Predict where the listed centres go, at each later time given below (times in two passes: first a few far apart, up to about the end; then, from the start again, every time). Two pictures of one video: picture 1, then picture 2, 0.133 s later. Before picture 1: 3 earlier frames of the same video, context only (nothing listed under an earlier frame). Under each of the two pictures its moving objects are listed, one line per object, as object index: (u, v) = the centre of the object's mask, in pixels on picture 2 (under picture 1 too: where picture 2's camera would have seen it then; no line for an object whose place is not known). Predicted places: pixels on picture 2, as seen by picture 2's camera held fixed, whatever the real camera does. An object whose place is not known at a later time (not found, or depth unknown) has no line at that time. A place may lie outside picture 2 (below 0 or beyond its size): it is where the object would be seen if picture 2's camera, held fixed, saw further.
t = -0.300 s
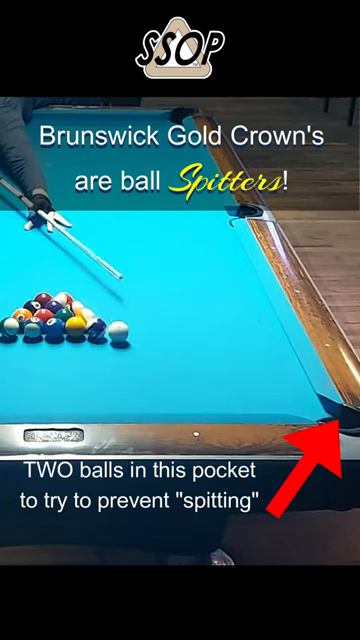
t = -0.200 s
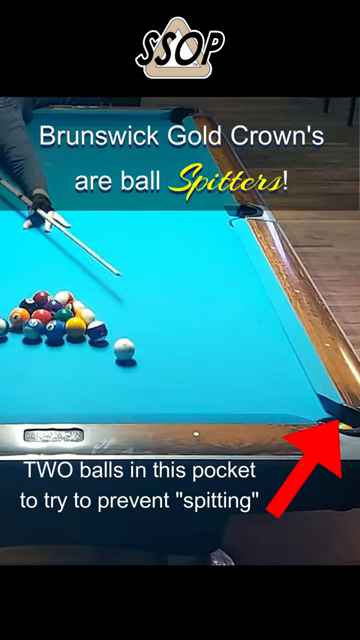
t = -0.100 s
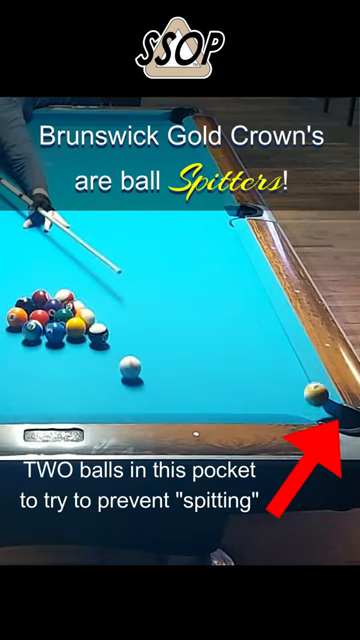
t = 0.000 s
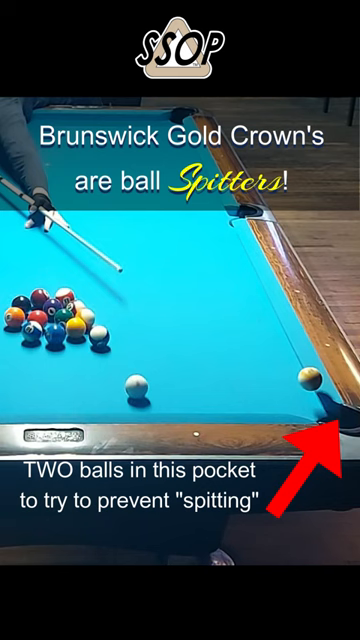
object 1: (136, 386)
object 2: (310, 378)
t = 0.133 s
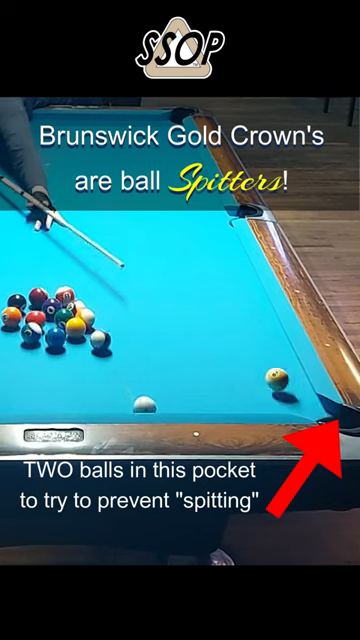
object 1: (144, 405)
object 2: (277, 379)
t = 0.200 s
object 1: (144, 400)
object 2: (261, 377)
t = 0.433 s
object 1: (142, 373)
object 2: (225, 369)
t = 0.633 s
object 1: (141, 353)
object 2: (198, 363)
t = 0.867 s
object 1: (140, 333)
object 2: (168, 357)
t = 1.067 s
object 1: (139, 317)
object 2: (145, 352)
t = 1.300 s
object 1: (138, 300)
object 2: (119, 346)
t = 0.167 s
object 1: (144, 402)
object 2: (269, 376)
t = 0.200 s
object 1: (144, 400)
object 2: (261, 377)
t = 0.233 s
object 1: (144, 395)
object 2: (255, 374)
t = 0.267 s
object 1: (143, 392)
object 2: (249, 373)
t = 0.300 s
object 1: (143, 388)
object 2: (244, 372)
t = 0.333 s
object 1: (143, 384)
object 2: (239, 371)
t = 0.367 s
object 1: (143, 380)
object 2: (235, 370)
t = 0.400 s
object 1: (142, 377)
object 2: (230, 369)
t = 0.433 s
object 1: (142, 373)
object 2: (225, 369)
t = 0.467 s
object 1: (142, 370)
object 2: (221, 367)
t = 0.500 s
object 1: (142, 366)
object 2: (216, 367)
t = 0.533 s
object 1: (142, 363)
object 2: (211, 366)
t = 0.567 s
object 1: (142, 360)
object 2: (207, 365)
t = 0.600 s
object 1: (141, 356)
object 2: (202, 364)
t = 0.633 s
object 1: (141, 353)
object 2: (198, 363)
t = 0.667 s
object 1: (141, 350)
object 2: (194, 362)
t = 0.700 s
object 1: (141, 347)
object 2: (189, 361)
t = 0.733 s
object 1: (141, 344)
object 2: (185, 360)
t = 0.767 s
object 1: (141, 341)
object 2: (181, 359)
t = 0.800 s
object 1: (140, 338)
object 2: (177, 358)
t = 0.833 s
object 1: (140, 335)
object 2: (172, 357)
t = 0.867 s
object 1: (140, 333)
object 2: (168, 357)
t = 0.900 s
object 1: (140, 330)
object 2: (164, 356)
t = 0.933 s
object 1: (140, 327)
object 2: (160, 355)
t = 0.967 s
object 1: (140, 324)
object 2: (156, 354)
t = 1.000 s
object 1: (139, 322)
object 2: (152, 353)
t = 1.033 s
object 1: (139, 319)
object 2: (149, 353)
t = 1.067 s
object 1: (139, 317)
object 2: (145, 352)
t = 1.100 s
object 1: (139, 314)
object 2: (141, 351)
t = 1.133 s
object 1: (139, 312)
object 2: (137, 350)
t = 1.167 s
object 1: (139, 310)
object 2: (133, 350)
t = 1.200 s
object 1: (138, 307)
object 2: (130, 349)
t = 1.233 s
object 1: (138, 305)
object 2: (126, 348)
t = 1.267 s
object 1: (138, 303)
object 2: (123, 348)
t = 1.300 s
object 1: (138, 300)
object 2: (119, 346)
